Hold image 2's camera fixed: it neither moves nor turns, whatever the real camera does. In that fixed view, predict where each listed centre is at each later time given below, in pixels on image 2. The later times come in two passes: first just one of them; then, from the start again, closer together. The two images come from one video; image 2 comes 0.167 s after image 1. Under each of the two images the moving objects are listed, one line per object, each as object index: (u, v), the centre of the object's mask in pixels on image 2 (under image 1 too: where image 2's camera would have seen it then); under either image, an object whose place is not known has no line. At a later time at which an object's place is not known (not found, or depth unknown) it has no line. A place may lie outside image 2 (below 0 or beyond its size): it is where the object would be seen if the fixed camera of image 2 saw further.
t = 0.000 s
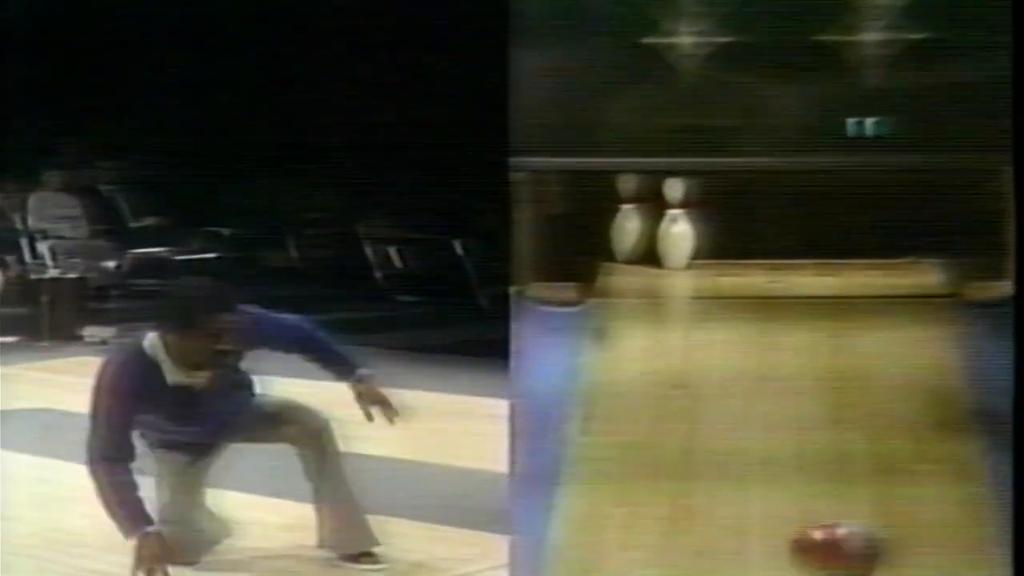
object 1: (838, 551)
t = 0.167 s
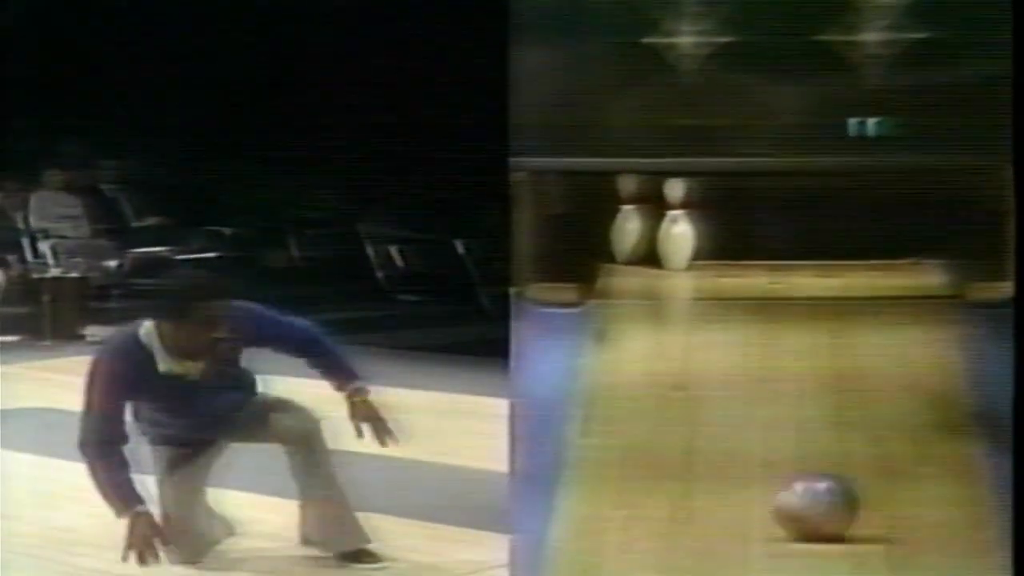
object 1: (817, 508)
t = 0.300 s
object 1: (802, 471)
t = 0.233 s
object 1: (810, 488)
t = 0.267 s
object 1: (804, 480)
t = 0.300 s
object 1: (802, 471)
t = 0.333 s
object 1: (800, 462)
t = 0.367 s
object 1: (796, 455)
